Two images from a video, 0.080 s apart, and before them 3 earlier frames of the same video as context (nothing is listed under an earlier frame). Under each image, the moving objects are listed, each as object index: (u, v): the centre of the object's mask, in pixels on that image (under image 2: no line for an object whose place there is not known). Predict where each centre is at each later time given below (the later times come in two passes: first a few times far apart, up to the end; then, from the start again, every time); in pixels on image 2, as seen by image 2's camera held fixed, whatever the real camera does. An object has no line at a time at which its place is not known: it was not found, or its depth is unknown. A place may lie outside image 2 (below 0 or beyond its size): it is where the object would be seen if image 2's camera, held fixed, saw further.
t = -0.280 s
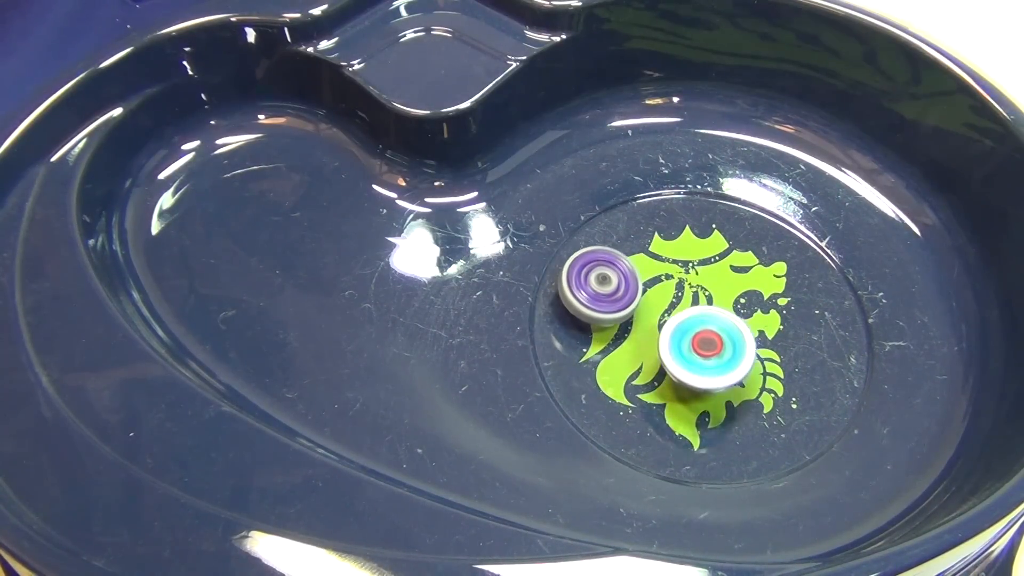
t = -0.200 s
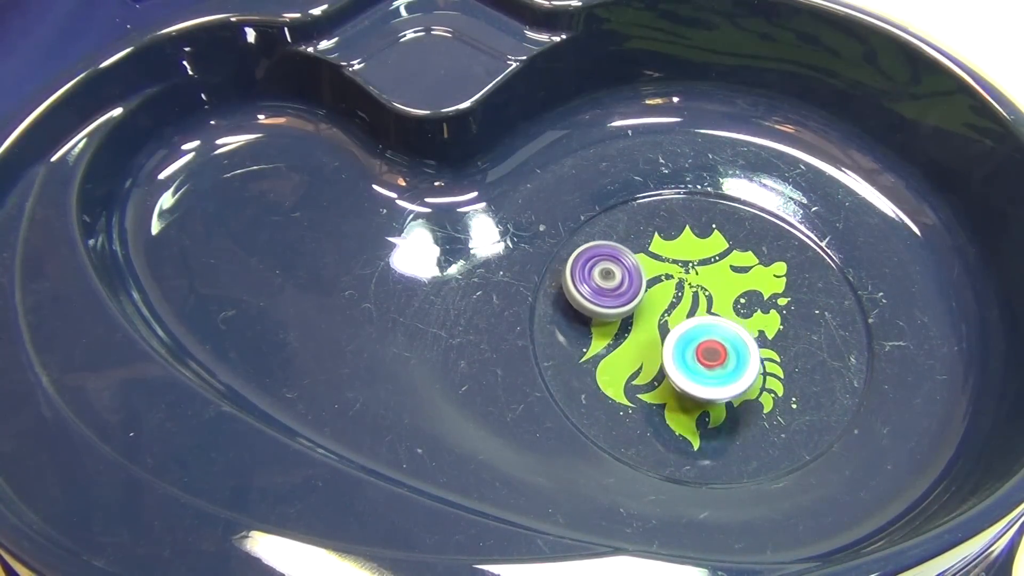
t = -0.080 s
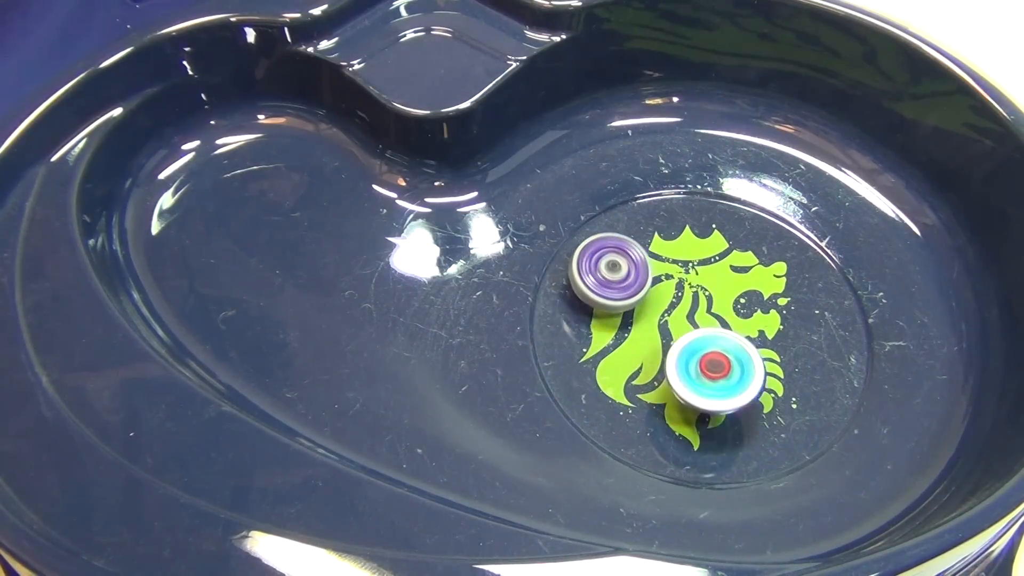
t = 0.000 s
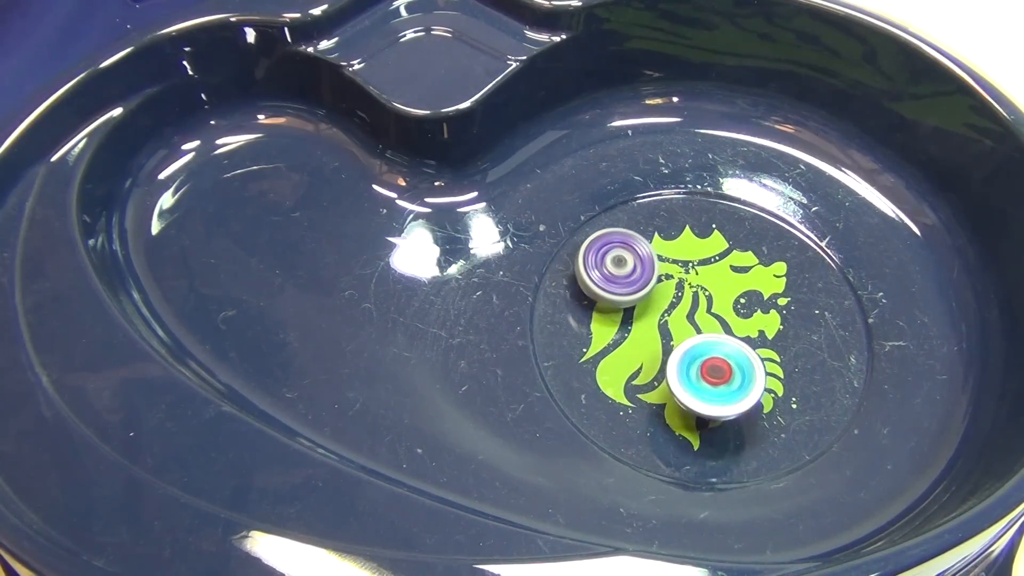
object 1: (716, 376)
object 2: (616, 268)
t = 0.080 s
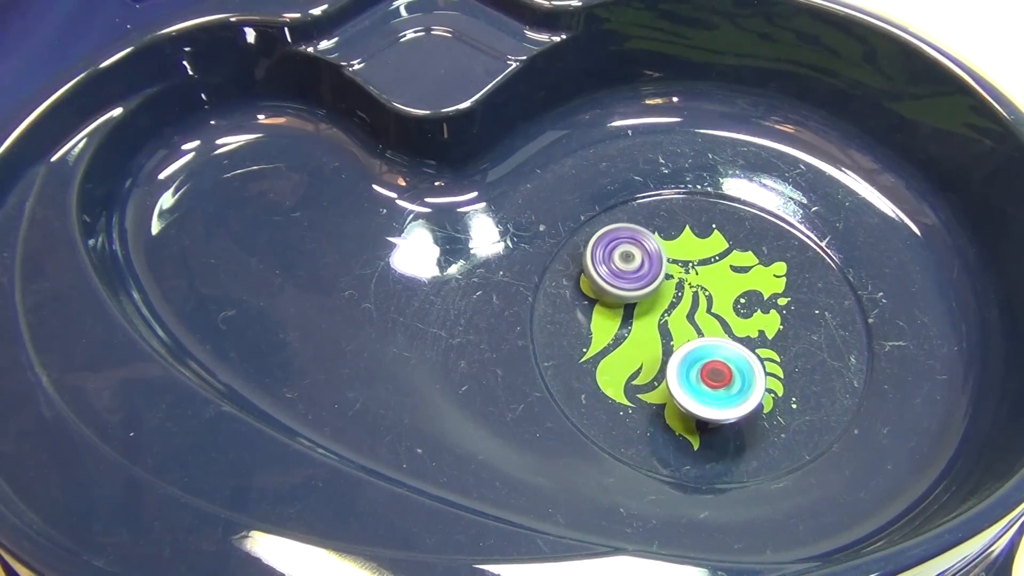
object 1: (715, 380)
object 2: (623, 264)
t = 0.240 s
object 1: (714, 380)
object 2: (644, 256)
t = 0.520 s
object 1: (702, 364)
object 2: (686, 262)
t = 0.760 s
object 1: (692, 335)
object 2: (719, 273)
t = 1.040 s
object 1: (642, 313)
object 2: (766, 296)
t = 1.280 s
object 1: (615, 301)
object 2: (772, 325)
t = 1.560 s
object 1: (611, 288)
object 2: (763, 360)
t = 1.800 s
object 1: (628, 281)
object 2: (747, 379)
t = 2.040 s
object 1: (664, 284)
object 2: (720, 387)
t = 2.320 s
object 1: (710, 301)
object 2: (683, 384)
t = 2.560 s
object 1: (743, 324)
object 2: (651, 368)
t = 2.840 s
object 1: (761, 348)
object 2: (627, 342)
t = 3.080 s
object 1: (755, 361)
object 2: (619, 320)
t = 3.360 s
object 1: (730, 359)
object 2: (629, 297)
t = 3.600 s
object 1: (699, 339)
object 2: (652, 281)
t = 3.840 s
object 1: (654, 335)
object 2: (710, 256)
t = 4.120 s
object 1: (617, 344)
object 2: (761, 284)
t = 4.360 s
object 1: (605, 337)
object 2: (785, 316)
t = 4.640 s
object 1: (616, 319)
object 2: (790, 355)
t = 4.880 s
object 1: (648, 305)
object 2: (775, 381)
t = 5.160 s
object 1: (700, 300)
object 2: (737, 395)
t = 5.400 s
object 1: (743, 309)
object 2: (698, 390)
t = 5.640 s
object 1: (766, 323)
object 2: (655, 370)
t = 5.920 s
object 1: (768, 342)
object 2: (622, 335)
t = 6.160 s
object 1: (749, 350)
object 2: (611, 303)
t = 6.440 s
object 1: (709, 342)
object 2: (620, 274)
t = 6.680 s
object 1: (674, 318)
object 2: (639, 257)
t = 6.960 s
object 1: (621, 350)
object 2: (689, 230)
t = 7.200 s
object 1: (613, 363)
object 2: (735, 252)
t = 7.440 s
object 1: (623, 360)
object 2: (772, 285)
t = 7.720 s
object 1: (657, 345)
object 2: (793, 334)
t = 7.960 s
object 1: (695, 332)
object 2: (791, 379)
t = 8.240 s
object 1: (740, 322)
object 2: (761, 413)
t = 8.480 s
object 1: (767, 322)
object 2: (720, 418)
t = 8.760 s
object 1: (776, 326)
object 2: (663, 396)
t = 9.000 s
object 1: (765, 331)
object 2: (622, 357)
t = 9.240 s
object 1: (740, 327)
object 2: (604, 314)
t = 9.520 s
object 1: (703, 312)
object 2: (616, 272)
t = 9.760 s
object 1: (678, 291)
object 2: (641, 242)
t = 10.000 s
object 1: (676, 293)
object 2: (680, 226)
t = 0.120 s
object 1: (715, 381)
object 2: (628, 261)
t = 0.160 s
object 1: (715, 381)
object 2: (633, 259)
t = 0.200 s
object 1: (715, 380)
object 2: (639, 258)
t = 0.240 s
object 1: (714, 380)
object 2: (644, 256)
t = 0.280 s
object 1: (712, 379)
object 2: (650, 256)
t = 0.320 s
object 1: (710, 378)
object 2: (656, 256)
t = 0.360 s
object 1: (709, 376)
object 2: (662, 256)
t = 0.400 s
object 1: (707, 374)
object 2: (668, 257)
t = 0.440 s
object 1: (705, 371)
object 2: (674, 259)
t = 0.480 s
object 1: (704, 368)
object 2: (680, 261)
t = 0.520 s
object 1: (702, 364)
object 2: (686, 262)
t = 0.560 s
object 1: (700, 360)
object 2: (692, 264)
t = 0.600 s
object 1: (698, 356)
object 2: (697, 266)
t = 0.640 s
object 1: (697, 351)
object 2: (702, 269)
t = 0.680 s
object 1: (696, 347)
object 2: (708, 270)
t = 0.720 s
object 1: (694, 341)
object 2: (713, 272)
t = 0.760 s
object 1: (692, 335)
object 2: (719, 273)
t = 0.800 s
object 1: (691, 329)
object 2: (726, 275)
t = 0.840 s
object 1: (690, 323)
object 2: (732, 278)
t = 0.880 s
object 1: (687, 318)
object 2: (738, 281)
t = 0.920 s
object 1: (672, 317)
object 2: (747, 284)
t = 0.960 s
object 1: (658, 317)
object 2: (757, 288)
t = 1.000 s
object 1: (649, 314)
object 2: (763, 291)
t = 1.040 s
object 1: (642, 313)
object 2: (766, 296)
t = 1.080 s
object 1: (636, 311)
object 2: (768, 300)
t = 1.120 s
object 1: (630, 309)
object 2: (769, 305)
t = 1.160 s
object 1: (626, 307)
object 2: (771, 310)
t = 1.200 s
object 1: (622, 305)
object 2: (772, 315)
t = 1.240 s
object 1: (618, 303)
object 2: (772, 320)
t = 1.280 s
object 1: (615, 301)
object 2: (772, 325)
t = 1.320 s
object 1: (613, 299)
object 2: (771, 330)
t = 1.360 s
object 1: (611, 297)
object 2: (770, 334)
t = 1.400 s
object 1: (610, 295)
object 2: (769, 340)
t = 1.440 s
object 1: (610, 294)
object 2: (768, 345)
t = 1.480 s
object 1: (610, 292)
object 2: (767, 349)
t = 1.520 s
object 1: (610, 290)
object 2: (765, 356)
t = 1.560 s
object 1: (611, 288)
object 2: (763, 360)
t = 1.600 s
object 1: (612, 287)
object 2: (761, 365)
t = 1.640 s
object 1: (614, 285)
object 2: (759, 368)
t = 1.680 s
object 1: (617, 283)
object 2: (756, 372)
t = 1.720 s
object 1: (620, 282)
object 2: (753, 375)
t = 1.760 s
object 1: (624, 281)
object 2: (750, 377)
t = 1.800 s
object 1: (628, 281)
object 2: (747, 379)
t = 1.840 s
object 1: (633, 281)
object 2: (743, 381)
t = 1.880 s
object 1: (639, 281)
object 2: (738, 383)
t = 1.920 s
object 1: (645, 281)
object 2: (734, 385)
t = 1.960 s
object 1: (651, 282)
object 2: (730, 386)
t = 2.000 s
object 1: (658, 283)
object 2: (725, 387)
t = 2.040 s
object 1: (664, 284)
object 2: (720, 387)
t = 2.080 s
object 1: (671, 286)
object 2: (715, 387)
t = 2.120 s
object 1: (678, 288)
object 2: (710, 387)
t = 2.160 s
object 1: (685, 290)
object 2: (705, 387)
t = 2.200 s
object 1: (691, 293)
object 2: (700, 386)
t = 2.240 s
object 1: (698, 296)
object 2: (695, 386)
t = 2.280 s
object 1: (704, 298)
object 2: (689, 385)
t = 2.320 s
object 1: (710, 301)
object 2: (683, 384)
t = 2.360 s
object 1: (716, 305)
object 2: (678, 382)
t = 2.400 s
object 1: (722, 308)
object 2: (673, 381)
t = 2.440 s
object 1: (728, 312)
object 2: (668, 378)
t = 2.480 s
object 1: (734, 316)
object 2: (663, 375)
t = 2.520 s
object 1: (739, 320)
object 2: (657, 372)
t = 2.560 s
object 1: (743, 324)
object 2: (651, 368)
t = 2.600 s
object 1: (748, 328)
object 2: (646, 364)
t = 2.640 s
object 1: (751, 332)
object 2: (642, 361)
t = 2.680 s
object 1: (754, 335)
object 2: (638, 357)
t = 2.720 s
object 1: (756, 339)
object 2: (634, 353)
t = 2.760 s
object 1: (758, 342)
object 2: (632, 350)
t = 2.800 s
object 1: (760, 345)
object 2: (629, 346)
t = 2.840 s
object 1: (761, 348)
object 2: (627, 342)
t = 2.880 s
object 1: (761, 351)
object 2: (624, 337)
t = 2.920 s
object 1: (761, 353)
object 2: (622, 333)
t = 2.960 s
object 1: (760, 355)
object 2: (621, 330)
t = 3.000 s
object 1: (760, 357)
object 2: (620, 326)
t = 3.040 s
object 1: (758, 359)
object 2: (619, 323)
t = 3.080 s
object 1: (755, 361)
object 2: (619, 320)
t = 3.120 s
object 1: (753, 362)
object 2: (620, 316)
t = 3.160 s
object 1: (749, 362)
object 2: (620, 312)
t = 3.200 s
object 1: (746, 362)
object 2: (621, 309)
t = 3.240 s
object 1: (742, 362)
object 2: (623, 306)
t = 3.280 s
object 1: (738, 362)
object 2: (624, 303)
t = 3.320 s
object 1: (734, 361)
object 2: (627, 300)
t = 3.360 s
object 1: (730, 359)
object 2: (629, 297)
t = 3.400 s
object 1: (725, 357)
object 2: (633, 294)
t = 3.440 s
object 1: (720, 354)
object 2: (637, 292)
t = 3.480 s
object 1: (715, 351)
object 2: (641, 289)
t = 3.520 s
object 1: (709, 348)
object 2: (645, 287)
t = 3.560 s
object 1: (704, 344)
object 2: (649, 284)
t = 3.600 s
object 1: (699, 339)
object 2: (652, 281)
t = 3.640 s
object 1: (694, 334)
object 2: (656, 277)
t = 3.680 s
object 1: (689, 329)
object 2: (661, 272)
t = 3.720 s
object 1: (684, 325)
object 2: (668, 267)
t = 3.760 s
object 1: (677, 326)
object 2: (679, 262)
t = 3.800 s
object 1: (665, 333)
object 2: (697, 259)
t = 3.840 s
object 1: (654, 335)
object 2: (710, 256)
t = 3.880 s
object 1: (645, 338)
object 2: (722, 256)
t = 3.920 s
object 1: (638, 340)
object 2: (731, 258)
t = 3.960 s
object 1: (634, 341)
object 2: (740, 263)
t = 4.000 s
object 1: (630, 343)
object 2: (746, 269)
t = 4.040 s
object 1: (625, 344)
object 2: (751, 274)
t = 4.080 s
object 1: (621, 344)
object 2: (756, 279)
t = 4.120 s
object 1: (617, 344)
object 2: (761, 284)
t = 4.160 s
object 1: (614, 343)
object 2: (766, 290)
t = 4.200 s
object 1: (611, 342)
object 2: (771, 295)
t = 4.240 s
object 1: (609, 341)
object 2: (775, 300)
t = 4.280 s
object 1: (607, 340)
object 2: (778, 305)
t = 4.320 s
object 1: (606, 338)
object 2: (782, 311)
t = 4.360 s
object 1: (605, 337)
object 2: (785, 316)
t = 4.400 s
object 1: (605, 335)
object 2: (787, 322)
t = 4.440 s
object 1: (605, 332)
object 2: (789, 328)
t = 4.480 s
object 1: (606, 330)
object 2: (790, 333)
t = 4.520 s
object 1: (607, 327)
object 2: (791, 339)
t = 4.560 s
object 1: (609, 324)
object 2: (791, 345)
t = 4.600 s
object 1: (612, 321)
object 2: (791, 350)
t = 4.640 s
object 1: (616, 319)
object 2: (790, 355)
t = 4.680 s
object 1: (620, 316)
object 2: (789, 361)
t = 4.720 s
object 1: (624, 314)
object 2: (786, 366)
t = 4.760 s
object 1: (630, 311)
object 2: (784, 370)
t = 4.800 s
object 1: (635, 309)
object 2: (782, 374)
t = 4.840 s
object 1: (641, 307)
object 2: (779, 378)
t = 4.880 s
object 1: (648, 305)
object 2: (775, 381)
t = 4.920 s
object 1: (655, 303)
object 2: (771, 384)
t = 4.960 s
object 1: (662, 302)
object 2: (767, 386)
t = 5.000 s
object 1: (670, 301)
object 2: (762, 389)
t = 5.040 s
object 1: (678, 300)
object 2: (756, 391)
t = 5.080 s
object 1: (685, 300)
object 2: (750, 393)
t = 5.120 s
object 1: (693, 300)
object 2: (743, 394)
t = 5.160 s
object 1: (700, 300)
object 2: (737, 395)
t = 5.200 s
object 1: (708, 301)
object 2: (731, 396)
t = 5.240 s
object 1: (715, 302)
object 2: (725, 396)
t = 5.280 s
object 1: (722, 303)
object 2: (718, 395)
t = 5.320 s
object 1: (730, 305)
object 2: (712, 394)
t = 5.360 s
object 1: (736, 307)
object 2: (705, 392)
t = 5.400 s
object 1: (743, 309)
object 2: (698, 390)
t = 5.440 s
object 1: (749, 311)
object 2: (691, 388)
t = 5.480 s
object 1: (753, 314)
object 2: (683, 385)
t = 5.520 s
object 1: (757, 316)
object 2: (675, 381)
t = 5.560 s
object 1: (760, 319)
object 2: (668, 378)
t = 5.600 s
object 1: (763, 321)
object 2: (662, 374)
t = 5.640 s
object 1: (766, 323)
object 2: (655, 370)
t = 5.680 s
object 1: (768, 326)
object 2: (649, 366)
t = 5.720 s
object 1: (769, 329)
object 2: (644, 361)
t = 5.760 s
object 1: (770, 331)
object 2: (639, 357)
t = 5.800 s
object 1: (771, 334)
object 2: (634, 351)
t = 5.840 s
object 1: (771, 337)
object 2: (630, 346)
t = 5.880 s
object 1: (770, 339)
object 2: (626, 341)
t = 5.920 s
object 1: (768, 342)
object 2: (622, 335)
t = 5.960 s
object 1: (766, 344)
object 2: (619, 330)
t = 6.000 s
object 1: (764, 346)
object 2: (617, 324)
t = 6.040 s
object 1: (761, 348)
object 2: (615, 318)
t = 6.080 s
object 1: (758, 349)
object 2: (613, 313)
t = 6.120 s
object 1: (754, 350)
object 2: (612, 307)
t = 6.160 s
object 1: (749, 350)
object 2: (611, 303)
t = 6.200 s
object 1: (745, 351)
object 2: (611, 298)
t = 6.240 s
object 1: (739, 351)
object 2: (612, 293)
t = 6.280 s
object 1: (734, 350)
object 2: (612, 289)
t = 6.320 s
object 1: (727, 349)
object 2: (614, 284)
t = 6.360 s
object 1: (721, 347)
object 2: (616, 280)
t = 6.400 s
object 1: (715, 345)
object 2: (618, 277)
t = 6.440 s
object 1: (709, 342)
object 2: (620, 274)
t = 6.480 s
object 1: (703, 339)
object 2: (623, 271)
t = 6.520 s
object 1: (696, 336)
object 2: (626, 269)
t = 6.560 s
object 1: (690, 331)
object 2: (629, 267)
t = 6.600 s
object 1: (684, 327)
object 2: (632, 263)
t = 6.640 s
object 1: (678, 323)
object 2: (635, 260)
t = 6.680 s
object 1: (674, 318)
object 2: (639, 257)
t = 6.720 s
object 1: (669, 313)
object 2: (644, 253)
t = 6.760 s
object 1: (665, 308)
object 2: (650, 249)
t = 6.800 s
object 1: (661, 305)
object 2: (658, 245)
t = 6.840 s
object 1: (652, 320)
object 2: (668, 239)
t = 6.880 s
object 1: (640, 332)
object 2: (675, 232)
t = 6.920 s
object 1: (630, 342)
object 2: (681, 229)
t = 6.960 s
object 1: (621, 350)
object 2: (689, 230)
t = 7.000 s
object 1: (615, 354)
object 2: (696, 232)
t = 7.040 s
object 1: (614, 357)
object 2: (704, 235)
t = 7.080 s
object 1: (613, 359)
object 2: (713, 239)
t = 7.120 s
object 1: (613, 361)
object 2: (721, 243)
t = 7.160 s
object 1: (613, 362)
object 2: (728, 248)
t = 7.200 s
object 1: (613, 363)
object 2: (735, 252)
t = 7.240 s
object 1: (613, 363)
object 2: (742, 256)
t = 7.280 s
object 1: (613, 363)
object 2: (750, 262)
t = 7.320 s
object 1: (615, 362)
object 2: (756, 267)
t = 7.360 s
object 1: (617, 362)
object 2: (762, 272)
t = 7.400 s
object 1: (620, 361)
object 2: (767, 278)
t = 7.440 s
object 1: (623, 360)
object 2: (772, 285)
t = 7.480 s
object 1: (627, 358)
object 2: (777, 291)
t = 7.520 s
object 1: (631, 357)
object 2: (781, 297)
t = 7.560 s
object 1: (636, 354)
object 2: (785, 304)
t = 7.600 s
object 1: (641, 352)
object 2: (788, 311)
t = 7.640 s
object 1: (645, 350)
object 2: (791, 318)
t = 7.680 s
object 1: (651, 348)
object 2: (792, 325)
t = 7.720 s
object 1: (657, 345)
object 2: (793, 334)
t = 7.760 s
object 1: (662, 343)
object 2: (794, 341)
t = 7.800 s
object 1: (669, 340)
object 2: (794, 350)
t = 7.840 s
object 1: (676, 338)
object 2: (794, 357)
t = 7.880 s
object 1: (682, 336)
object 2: (794, 364)
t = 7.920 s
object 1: (688, 334)
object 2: (792, 371)
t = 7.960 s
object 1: (695, 332)
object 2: (791, 379)
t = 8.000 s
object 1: (701, 330)
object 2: (789, 385)
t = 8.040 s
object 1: (708, 328)
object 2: (786, 392)
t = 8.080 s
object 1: (715, 327)
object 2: (782, 398)
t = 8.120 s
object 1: (722, 326)
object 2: (777, 403)
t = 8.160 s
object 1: (728, 324)
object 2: (773, 407)
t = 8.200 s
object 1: (734, 323)
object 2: (768, 411)
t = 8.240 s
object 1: (740, 322)
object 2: (761, 413)
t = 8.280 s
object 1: (745, 322)
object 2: (755, 415)
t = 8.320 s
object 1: (751, 322)
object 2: (748, 417)
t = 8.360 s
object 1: (756, 322)
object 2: (742, 418)
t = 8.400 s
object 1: (760, 322)
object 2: (735, 419)
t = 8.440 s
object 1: (764, 322)
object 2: (728, 419)
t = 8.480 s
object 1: (767, 322)
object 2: (720, 418)
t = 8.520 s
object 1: (769, 322)
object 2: (712, 417)
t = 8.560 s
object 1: (772, 323)
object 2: (704, 415)
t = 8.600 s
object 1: (774, 323)
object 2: (696, 412)
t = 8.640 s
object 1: (775, 324)
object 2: (687, 409)
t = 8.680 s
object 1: (776, 325)
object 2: (679, 405)
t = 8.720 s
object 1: (776, 325)
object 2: (670, 401)
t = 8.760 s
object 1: (776, 326)
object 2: (663, 396)
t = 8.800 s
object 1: (776, 327)
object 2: (655, 391)
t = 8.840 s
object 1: (775, 328)
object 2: (647, 385)
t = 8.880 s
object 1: (773, 330)
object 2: (639, 378)
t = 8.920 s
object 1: (771, 330)
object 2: (633, 372)
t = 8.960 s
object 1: (768, 331)
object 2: (626, 364)
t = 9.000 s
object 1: (765, 331)
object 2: (622, 357)
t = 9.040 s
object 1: (761, 331)
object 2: (617, 350)
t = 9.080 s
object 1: (757, 330)
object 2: (613, 342)
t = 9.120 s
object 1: (753, 330)
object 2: (610, 335)
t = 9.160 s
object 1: (749, 329)
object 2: (607, 328)
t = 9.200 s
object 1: (745, 328)
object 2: (605, 321)
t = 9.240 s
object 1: (740, 327)
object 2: (604, 314)
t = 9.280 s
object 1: (734, 326)
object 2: (604, 307)
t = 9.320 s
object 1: (729, 324)
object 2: (604, 301)
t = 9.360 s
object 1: (723, 322)
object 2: (605, 294)
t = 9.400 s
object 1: (718, 320)
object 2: (607, 288)
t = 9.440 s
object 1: (713, 317)
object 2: (609, 283)
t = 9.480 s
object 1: (708, 315)
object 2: (613, 277)
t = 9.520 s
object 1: (703, 312)
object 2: (616, 272)
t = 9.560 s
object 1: (698, 309)
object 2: (620, 267)
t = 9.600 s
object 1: (693, 305)
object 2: (623, 263)
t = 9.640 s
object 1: (689, 302)
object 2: (627, 257)
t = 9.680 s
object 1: (685, 298)
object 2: (631, 252)
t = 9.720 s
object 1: (681, 295)
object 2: (635, 247)
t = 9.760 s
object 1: (678, 291)
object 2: (641, 242)
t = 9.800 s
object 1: (678, 295)
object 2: (649, 236)
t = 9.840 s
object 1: (678, 298)
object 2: (657, 232)
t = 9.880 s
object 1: (677, 298)
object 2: (663, 229)
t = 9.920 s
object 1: (676, 296)
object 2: (669, 227)
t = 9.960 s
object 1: (676, 294)
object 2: (674, 226)
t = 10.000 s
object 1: (676, 293)
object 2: (680, 226)
